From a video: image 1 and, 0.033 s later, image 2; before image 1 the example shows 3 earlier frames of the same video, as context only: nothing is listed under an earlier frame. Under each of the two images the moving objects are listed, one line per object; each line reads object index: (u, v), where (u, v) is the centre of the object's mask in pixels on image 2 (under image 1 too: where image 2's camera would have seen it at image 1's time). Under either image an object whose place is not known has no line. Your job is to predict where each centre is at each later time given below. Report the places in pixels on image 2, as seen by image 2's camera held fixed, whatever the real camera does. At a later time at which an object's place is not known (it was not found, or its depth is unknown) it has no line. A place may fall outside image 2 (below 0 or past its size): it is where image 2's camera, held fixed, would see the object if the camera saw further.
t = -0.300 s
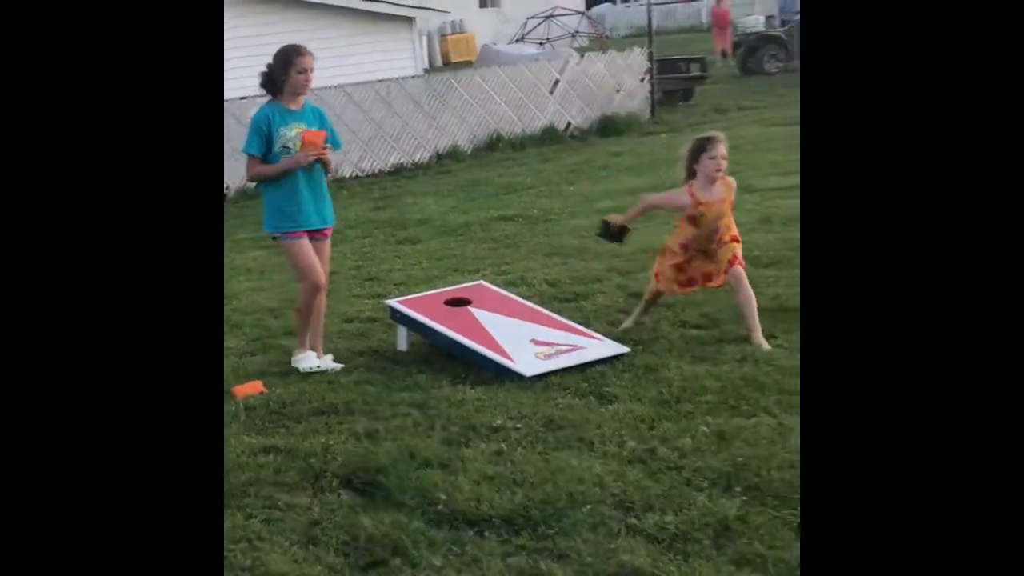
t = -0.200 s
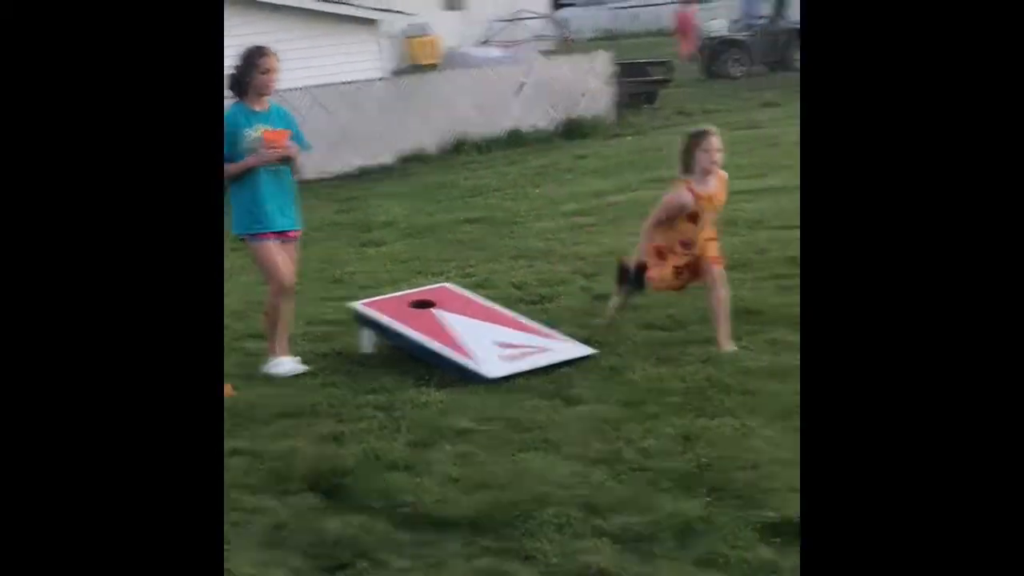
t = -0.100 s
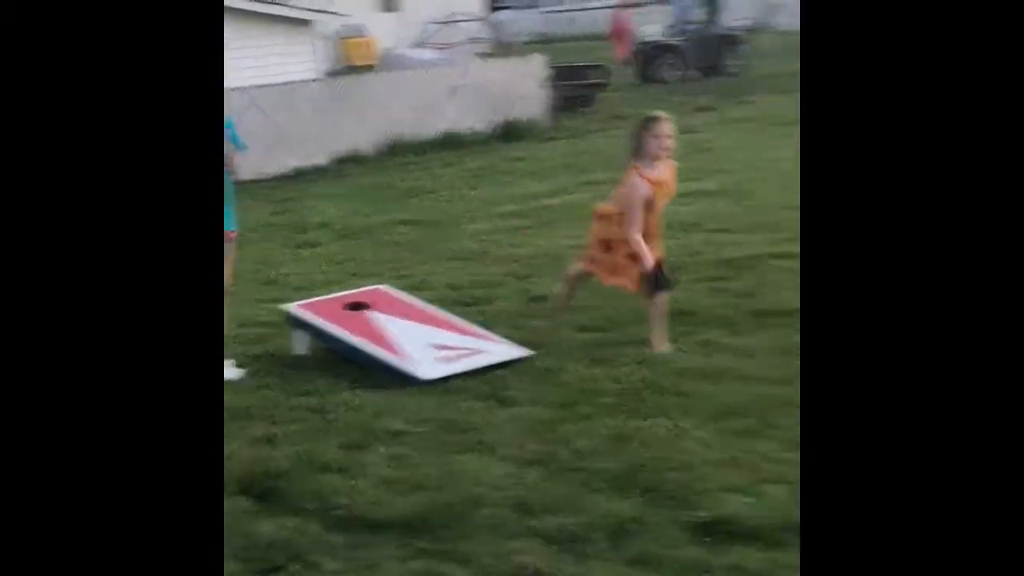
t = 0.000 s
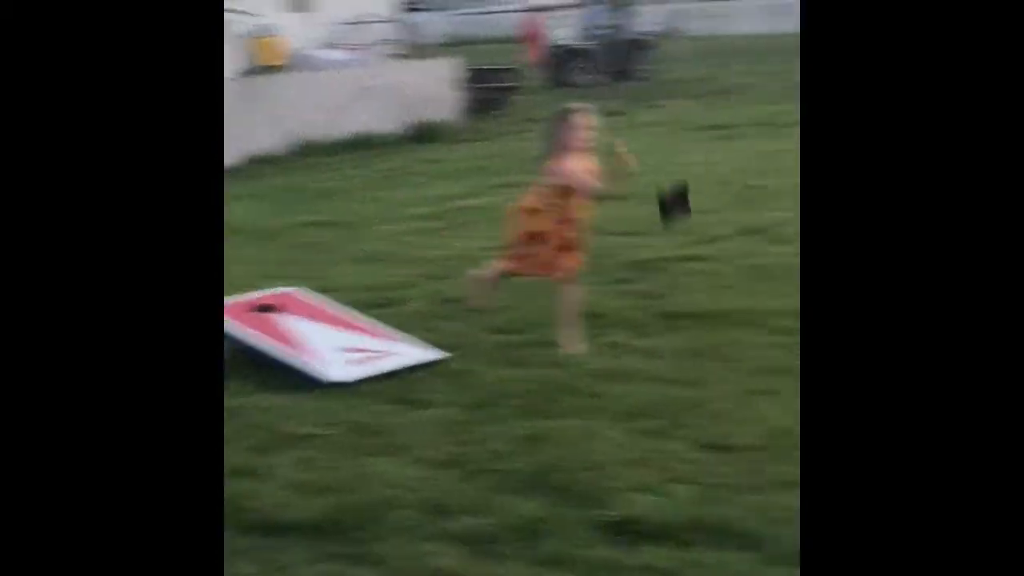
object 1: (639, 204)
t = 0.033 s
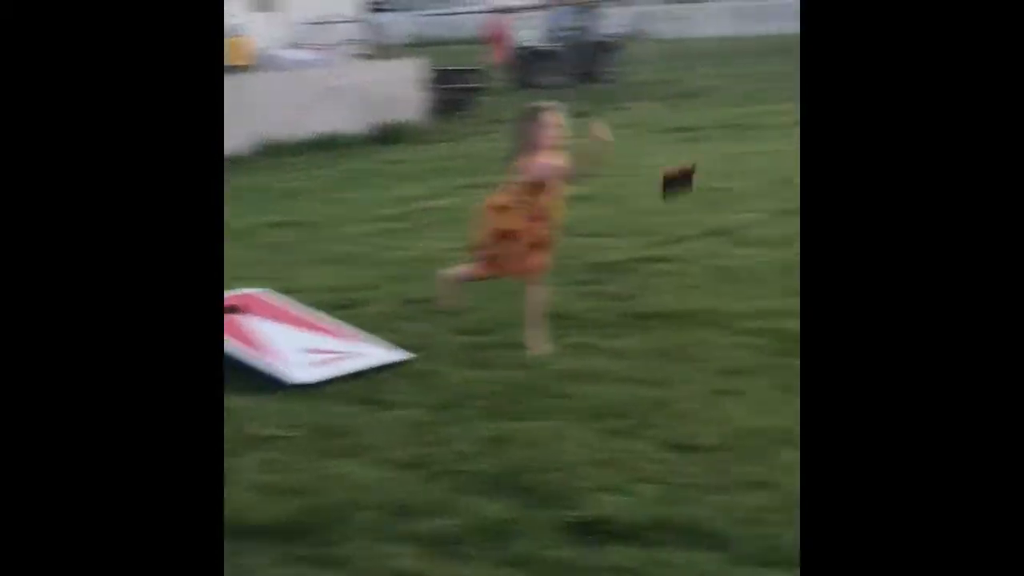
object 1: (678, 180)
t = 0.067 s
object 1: (719, 154)
